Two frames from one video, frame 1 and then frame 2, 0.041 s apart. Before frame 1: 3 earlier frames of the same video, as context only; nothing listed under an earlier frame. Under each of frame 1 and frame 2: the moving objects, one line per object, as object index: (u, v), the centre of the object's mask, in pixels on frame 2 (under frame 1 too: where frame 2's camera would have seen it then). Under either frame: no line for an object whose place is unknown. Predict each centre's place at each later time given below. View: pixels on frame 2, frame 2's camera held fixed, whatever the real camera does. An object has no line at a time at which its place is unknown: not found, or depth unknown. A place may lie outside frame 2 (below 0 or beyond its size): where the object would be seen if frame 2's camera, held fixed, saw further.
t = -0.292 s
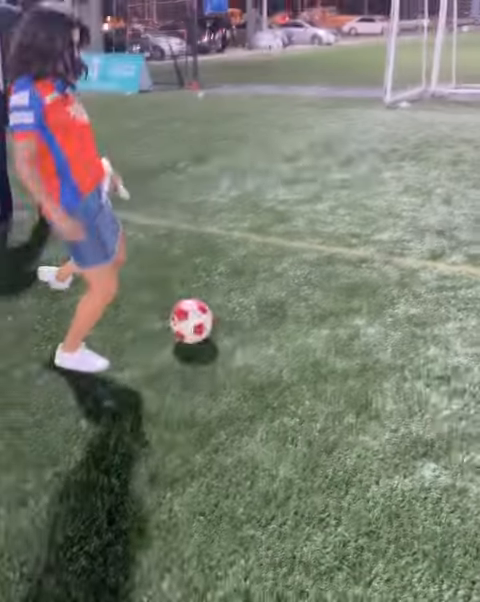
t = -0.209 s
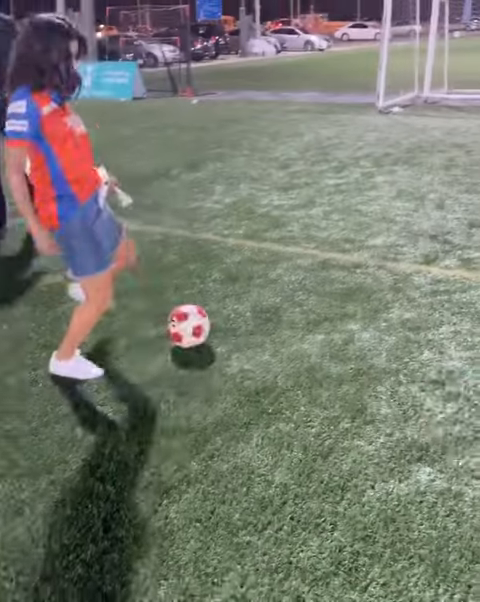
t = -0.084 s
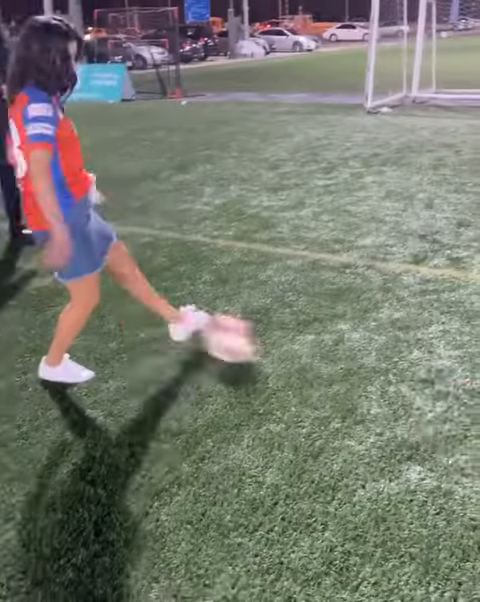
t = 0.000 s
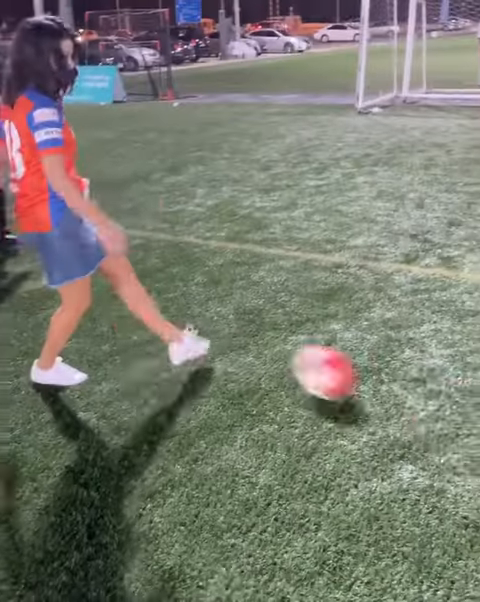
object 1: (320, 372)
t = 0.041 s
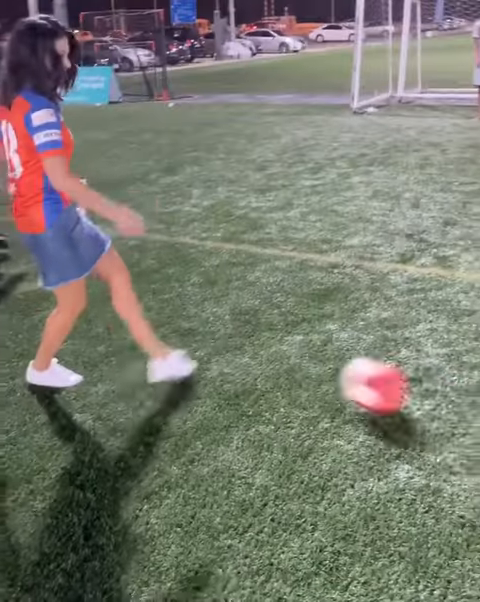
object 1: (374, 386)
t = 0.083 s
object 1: (434, 403)
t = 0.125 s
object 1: (475, 418)
